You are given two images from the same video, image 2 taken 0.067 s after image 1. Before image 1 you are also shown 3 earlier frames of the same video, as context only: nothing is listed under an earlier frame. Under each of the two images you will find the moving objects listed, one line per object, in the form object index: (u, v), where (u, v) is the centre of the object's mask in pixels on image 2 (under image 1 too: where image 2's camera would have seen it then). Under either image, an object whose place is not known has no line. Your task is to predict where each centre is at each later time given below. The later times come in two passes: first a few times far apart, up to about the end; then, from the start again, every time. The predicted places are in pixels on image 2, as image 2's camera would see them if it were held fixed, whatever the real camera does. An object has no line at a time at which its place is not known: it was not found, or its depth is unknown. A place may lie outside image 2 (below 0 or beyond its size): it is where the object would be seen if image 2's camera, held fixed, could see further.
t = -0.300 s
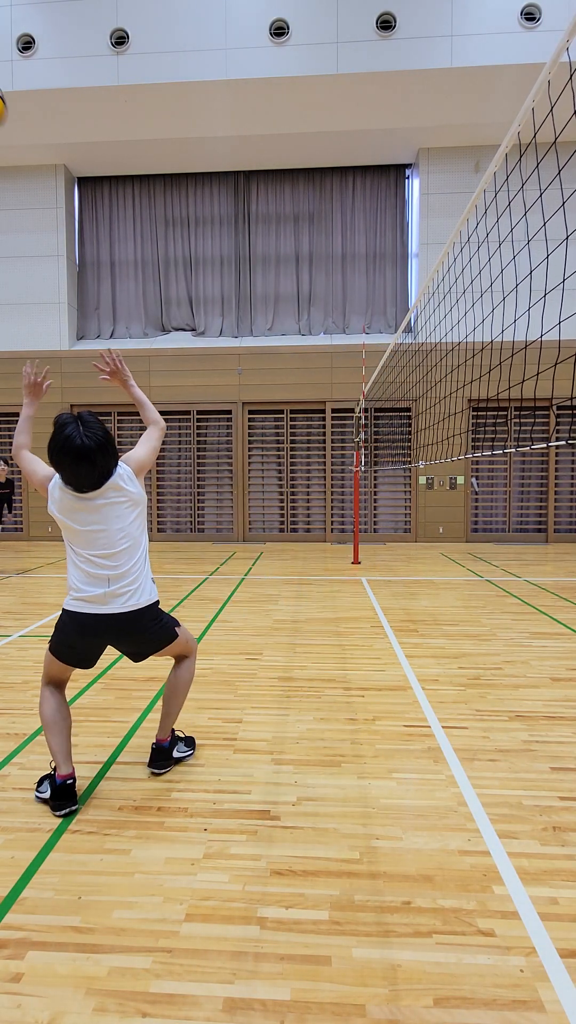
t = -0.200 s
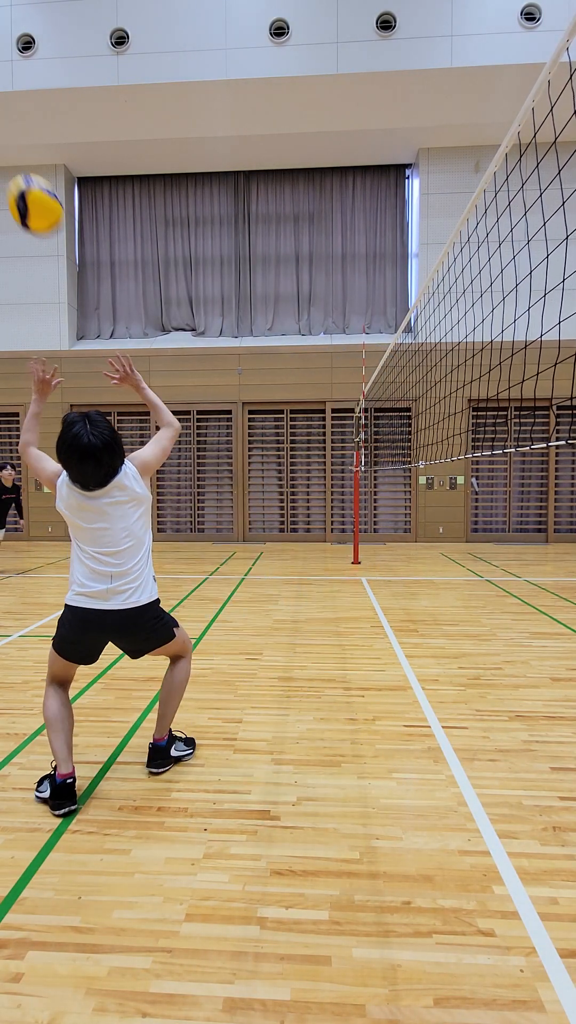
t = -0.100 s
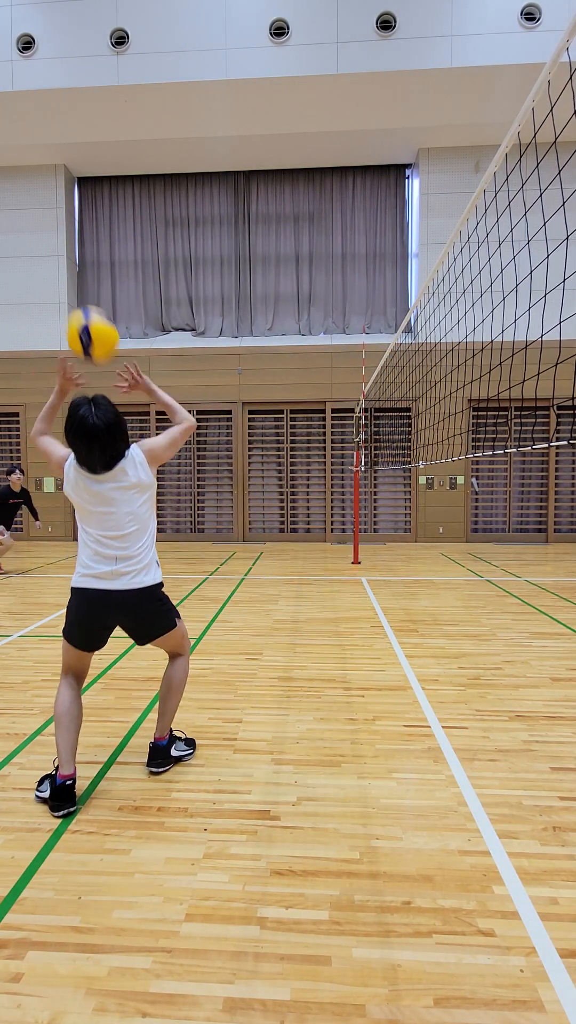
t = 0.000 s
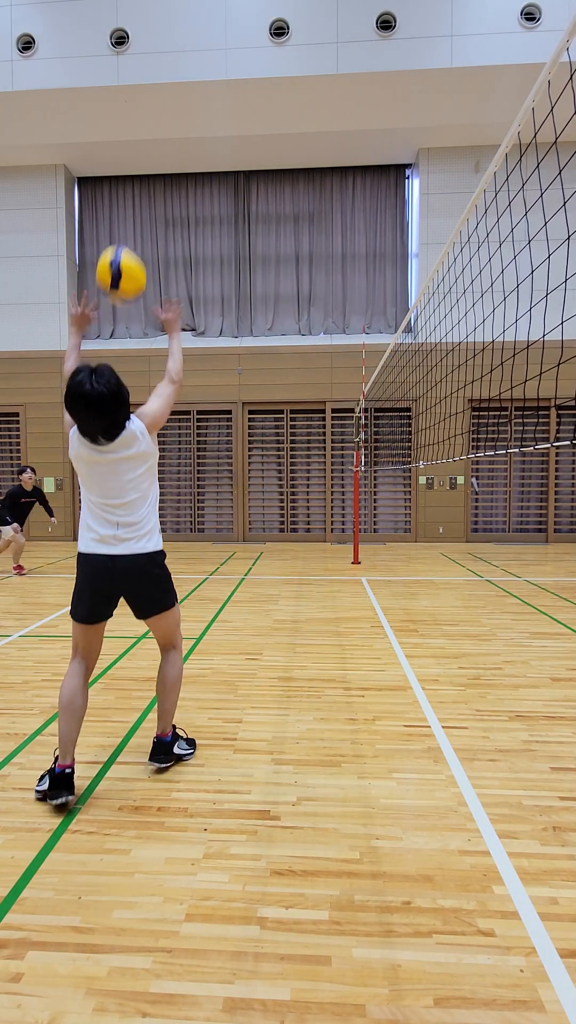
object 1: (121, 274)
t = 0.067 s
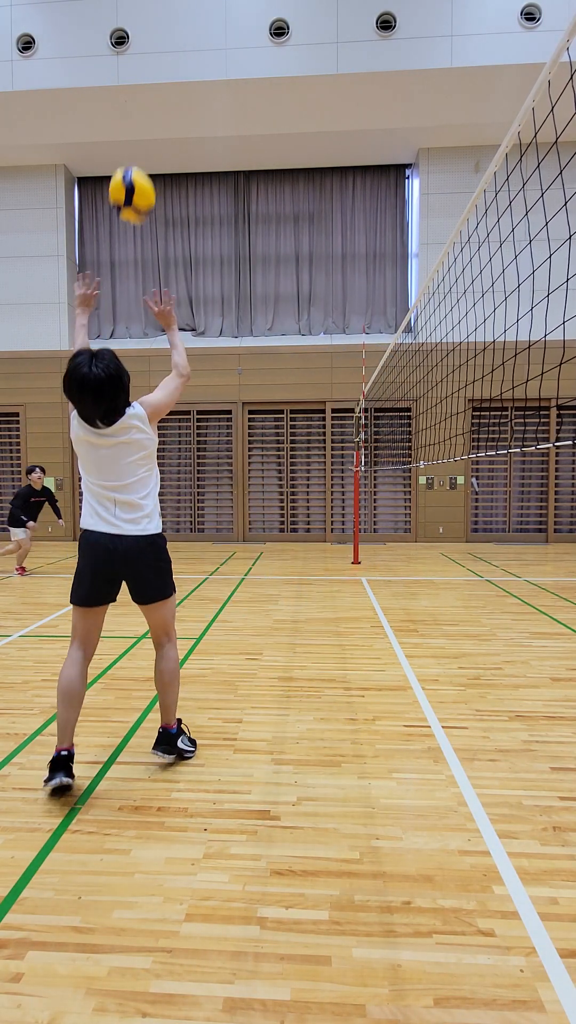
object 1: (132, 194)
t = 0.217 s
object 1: (152, 77)
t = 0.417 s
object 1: (168, 21)
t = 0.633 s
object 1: (182, 39)
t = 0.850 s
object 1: (193, 109)
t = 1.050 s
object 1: (201, 204)
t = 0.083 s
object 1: (134, 178)
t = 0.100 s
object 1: (137, 162)
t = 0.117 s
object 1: (140, 146)
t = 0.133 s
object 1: (142, 132)
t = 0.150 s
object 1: (144, 119)
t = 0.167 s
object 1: (146, 107)
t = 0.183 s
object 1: (148, 96)
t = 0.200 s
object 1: (150, 86)
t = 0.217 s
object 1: (152, 77)
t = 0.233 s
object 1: (153, 68)
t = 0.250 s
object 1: (155, 61)
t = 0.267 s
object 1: (157, 54)
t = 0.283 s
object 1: (158, 48)
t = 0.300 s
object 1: (159, 42)
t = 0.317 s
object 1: (161, 37)
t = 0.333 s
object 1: (162, 33)
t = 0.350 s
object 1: (163, 29)
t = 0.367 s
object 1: (165, 26)
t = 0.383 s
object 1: (166, 24)
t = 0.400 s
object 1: (167, 22)
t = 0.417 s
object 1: (168, 21)
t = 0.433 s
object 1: (170, 20)
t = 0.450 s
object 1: (171, 20)
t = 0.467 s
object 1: (172, 19)
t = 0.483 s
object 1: (173, 19)
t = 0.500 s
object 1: (174, 20)
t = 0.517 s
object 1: (175, 21)
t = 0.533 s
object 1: (176, 22)
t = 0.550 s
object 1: (177, 24)
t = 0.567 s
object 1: (178, 26)
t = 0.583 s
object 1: (180, 29)
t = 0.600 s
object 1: (180, 32)
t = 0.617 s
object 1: (181, 35)
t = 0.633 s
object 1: (182, 39)
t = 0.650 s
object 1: (183, 43)
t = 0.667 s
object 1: (184, 47)
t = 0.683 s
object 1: (185, 51)
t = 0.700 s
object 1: (186, 56)
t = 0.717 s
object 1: (187, 61)
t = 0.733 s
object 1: (188, 66)
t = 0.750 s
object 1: (188, 72)
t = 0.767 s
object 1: (189, 78)
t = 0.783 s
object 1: (190, 84)
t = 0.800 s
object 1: (191, 90)
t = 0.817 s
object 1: (191, 96)
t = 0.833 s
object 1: (192, 102)
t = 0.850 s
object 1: (193, 109)
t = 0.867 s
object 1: (194, 116)
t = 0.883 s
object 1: (194, 123)
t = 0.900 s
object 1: (195, 130)
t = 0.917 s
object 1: (196, 138)
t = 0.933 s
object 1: (197, 146)
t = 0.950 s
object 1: (197, 153)
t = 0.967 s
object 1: (198, 162)
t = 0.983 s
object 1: (198, 170)
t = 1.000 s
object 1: (199, 178)
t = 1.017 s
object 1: (200, 187)
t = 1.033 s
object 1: (201, 195)
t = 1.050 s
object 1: (201, 204)
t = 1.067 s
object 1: (202, 212)
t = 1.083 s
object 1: (202, 221)
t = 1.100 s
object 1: (203, 230)
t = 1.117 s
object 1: (204, 239)
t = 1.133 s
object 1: (204, 248)
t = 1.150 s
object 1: (205, 258)
